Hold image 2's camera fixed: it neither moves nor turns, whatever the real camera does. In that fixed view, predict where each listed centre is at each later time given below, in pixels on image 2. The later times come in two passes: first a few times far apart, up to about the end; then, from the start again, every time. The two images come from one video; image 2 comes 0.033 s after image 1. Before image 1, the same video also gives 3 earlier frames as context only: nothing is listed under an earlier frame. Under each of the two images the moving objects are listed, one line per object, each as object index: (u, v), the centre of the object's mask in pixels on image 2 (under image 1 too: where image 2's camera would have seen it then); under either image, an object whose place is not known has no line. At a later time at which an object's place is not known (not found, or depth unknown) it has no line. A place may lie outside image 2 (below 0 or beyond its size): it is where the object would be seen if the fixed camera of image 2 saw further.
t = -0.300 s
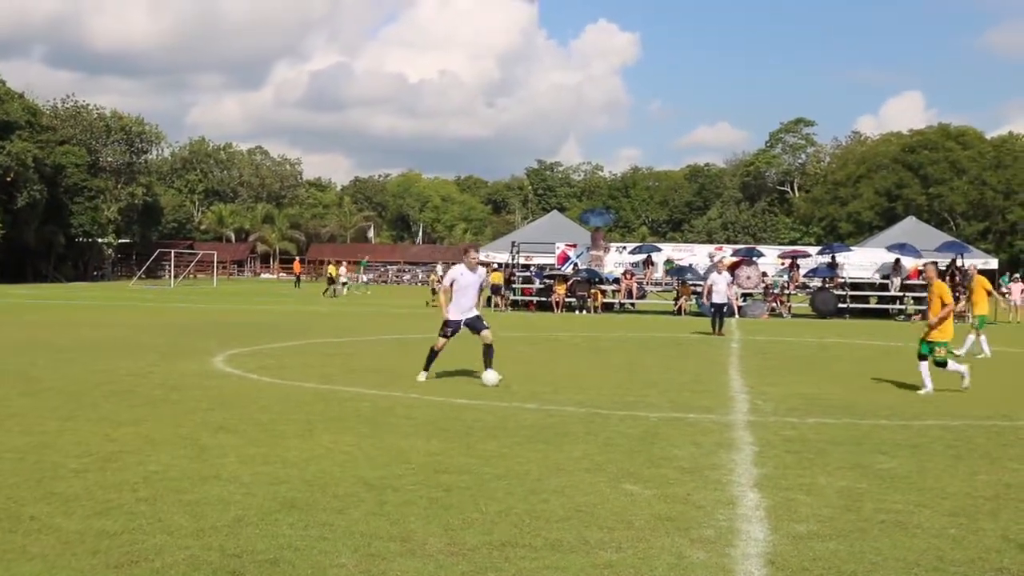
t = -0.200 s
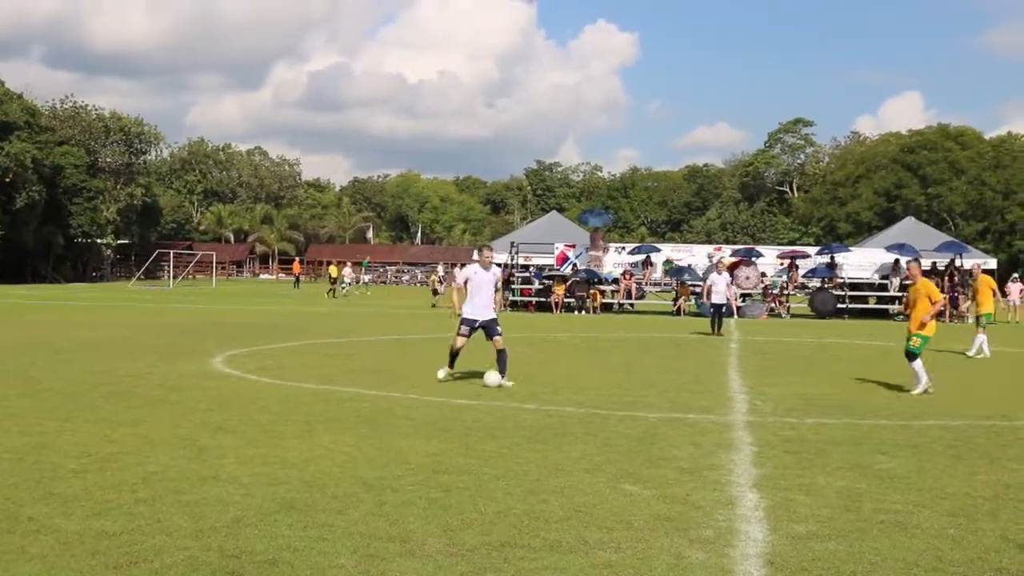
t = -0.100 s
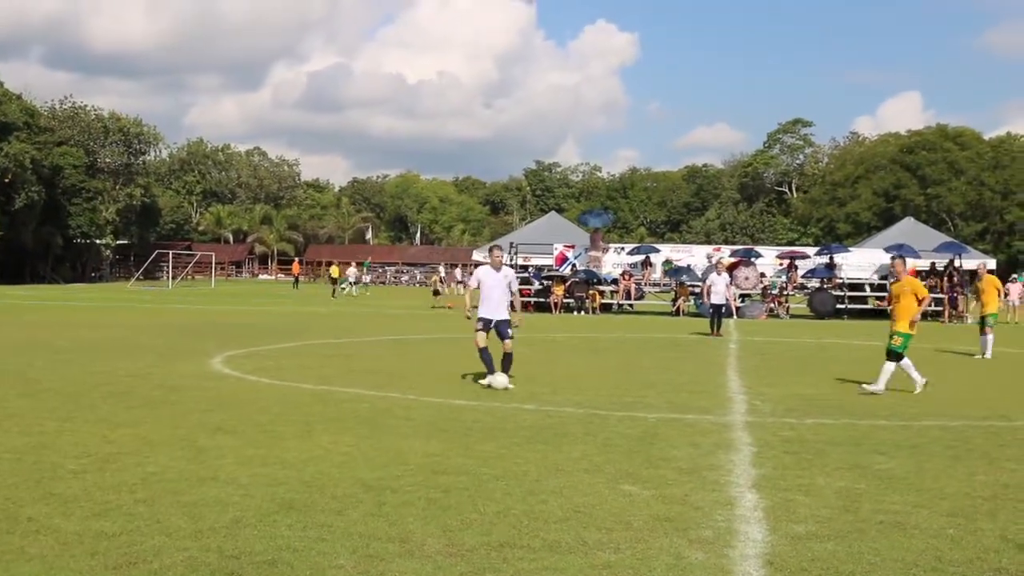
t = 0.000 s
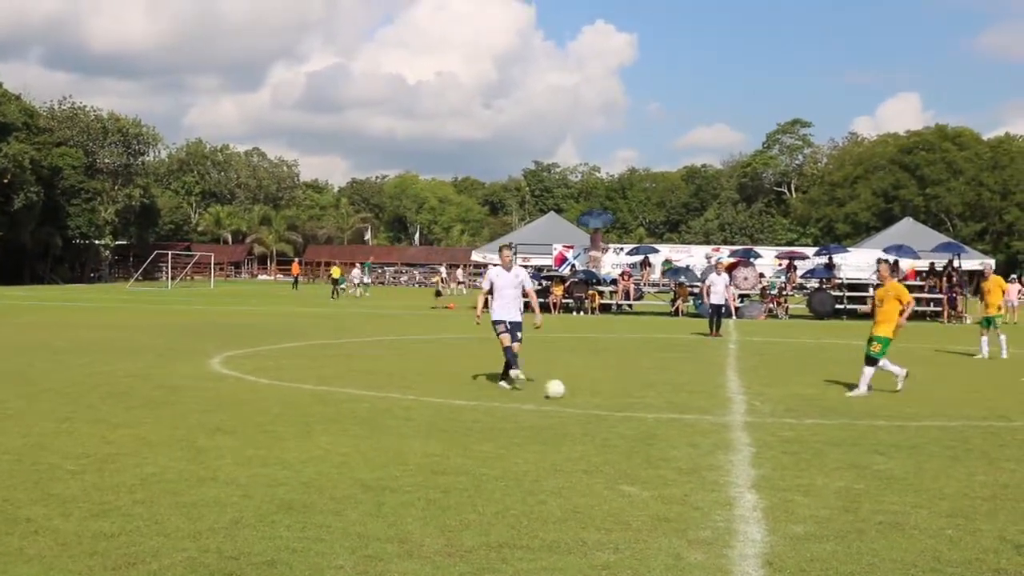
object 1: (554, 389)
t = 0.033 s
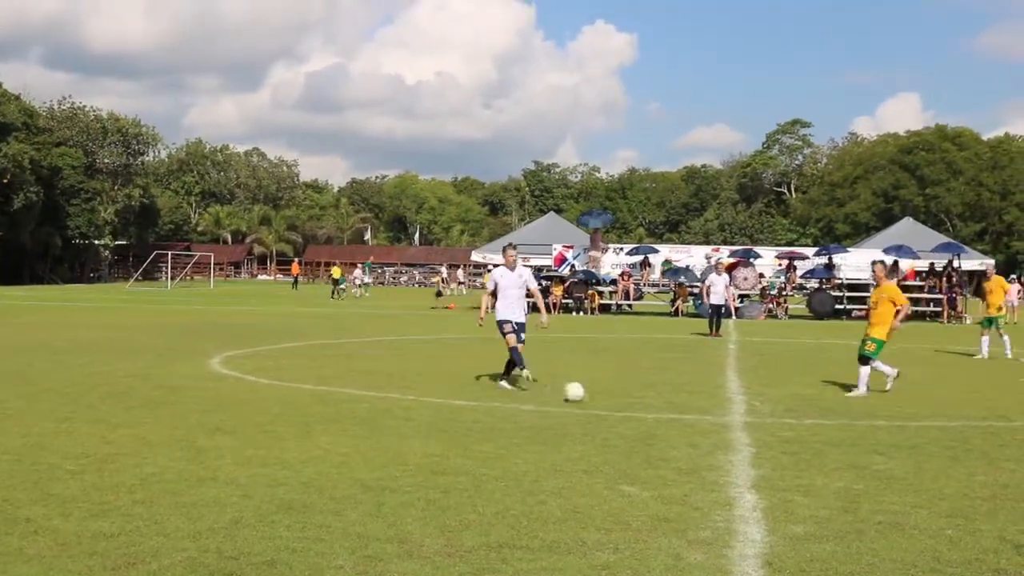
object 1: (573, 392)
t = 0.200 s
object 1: (677, 407)
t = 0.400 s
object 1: (808, 424)
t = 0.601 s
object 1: (944, 445)
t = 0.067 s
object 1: (594, 395)
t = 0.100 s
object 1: (614, 400)
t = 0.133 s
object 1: (636, 404)
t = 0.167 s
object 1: (656, 406)
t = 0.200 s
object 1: (677, 407)
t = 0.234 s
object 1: (698, 410)
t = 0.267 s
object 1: (719, 414)
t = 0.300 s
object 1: (743, 419)
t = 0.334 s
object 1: (766, 425)
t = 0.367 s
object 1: (788, 426)
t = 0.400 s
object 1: (808, 424)
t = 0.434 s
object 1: (828, 424)
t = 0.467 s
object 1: (851, 425)
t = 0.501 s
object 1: (873, 427)
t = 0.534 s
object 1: (896, 431)
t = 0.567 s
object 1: (919, 437)
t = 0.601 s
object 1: (944, 445)
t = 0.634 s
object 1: (969, 454)
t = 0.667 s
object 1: (996, 460)
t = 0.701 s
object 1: (1023, 462)
